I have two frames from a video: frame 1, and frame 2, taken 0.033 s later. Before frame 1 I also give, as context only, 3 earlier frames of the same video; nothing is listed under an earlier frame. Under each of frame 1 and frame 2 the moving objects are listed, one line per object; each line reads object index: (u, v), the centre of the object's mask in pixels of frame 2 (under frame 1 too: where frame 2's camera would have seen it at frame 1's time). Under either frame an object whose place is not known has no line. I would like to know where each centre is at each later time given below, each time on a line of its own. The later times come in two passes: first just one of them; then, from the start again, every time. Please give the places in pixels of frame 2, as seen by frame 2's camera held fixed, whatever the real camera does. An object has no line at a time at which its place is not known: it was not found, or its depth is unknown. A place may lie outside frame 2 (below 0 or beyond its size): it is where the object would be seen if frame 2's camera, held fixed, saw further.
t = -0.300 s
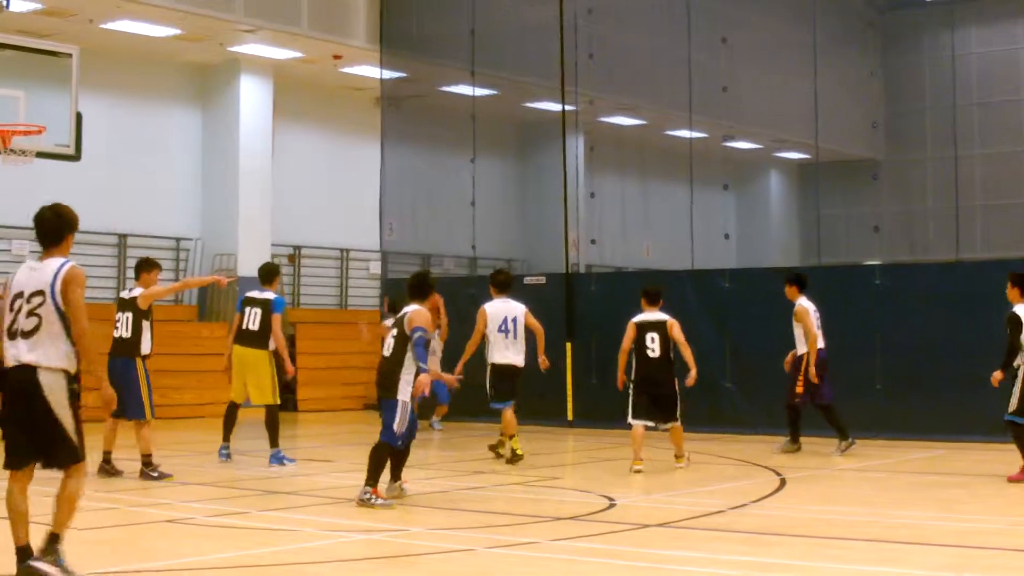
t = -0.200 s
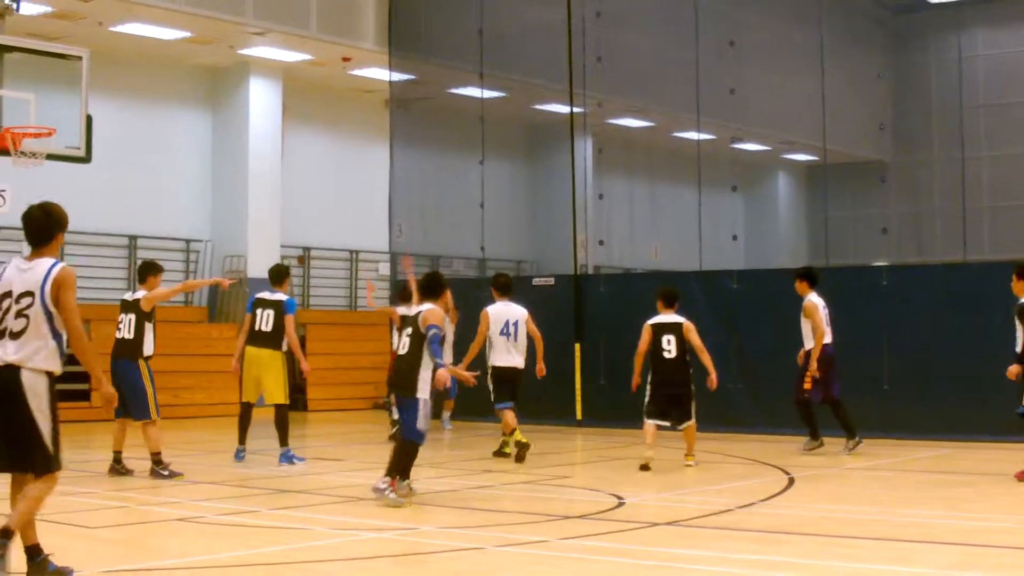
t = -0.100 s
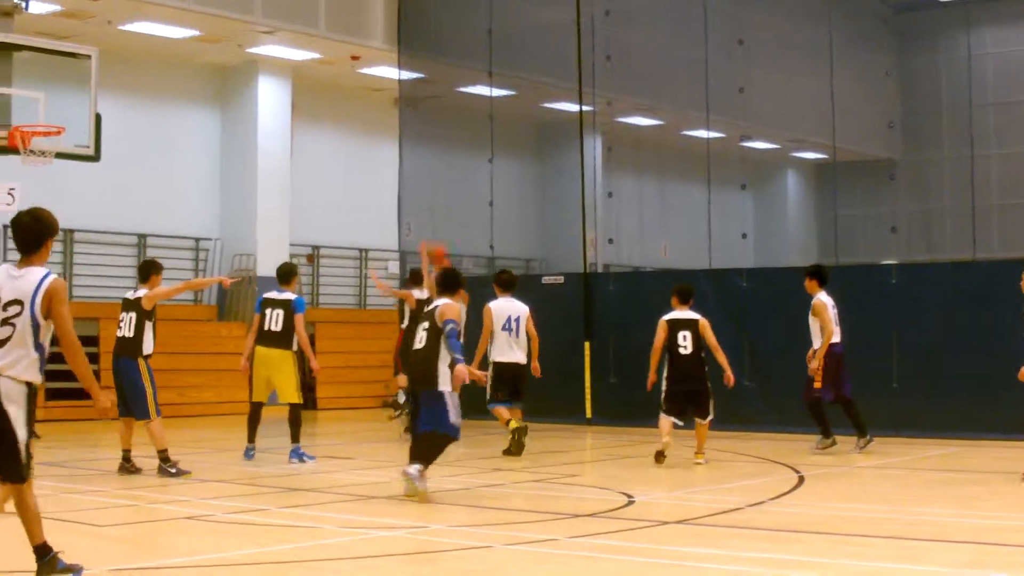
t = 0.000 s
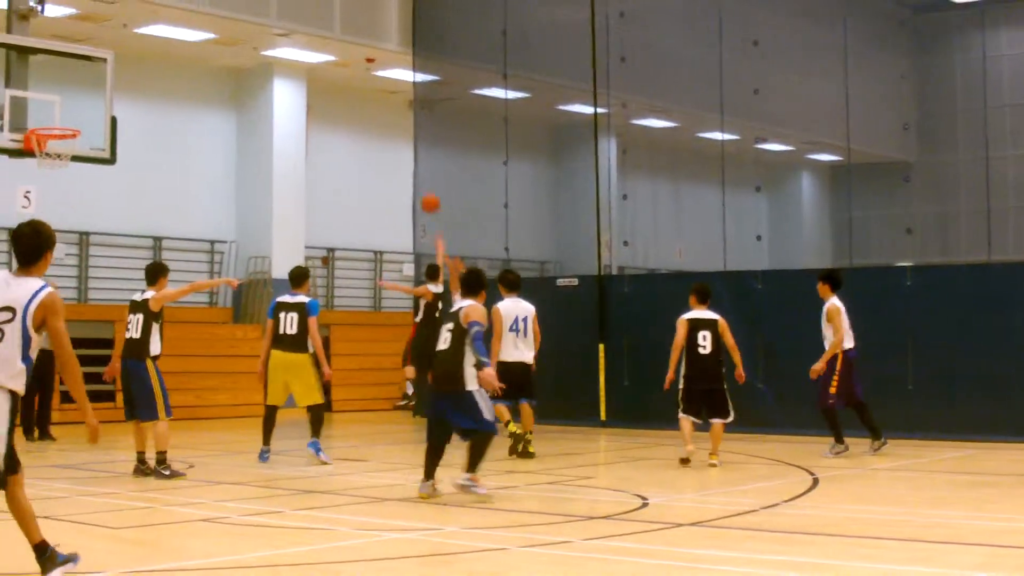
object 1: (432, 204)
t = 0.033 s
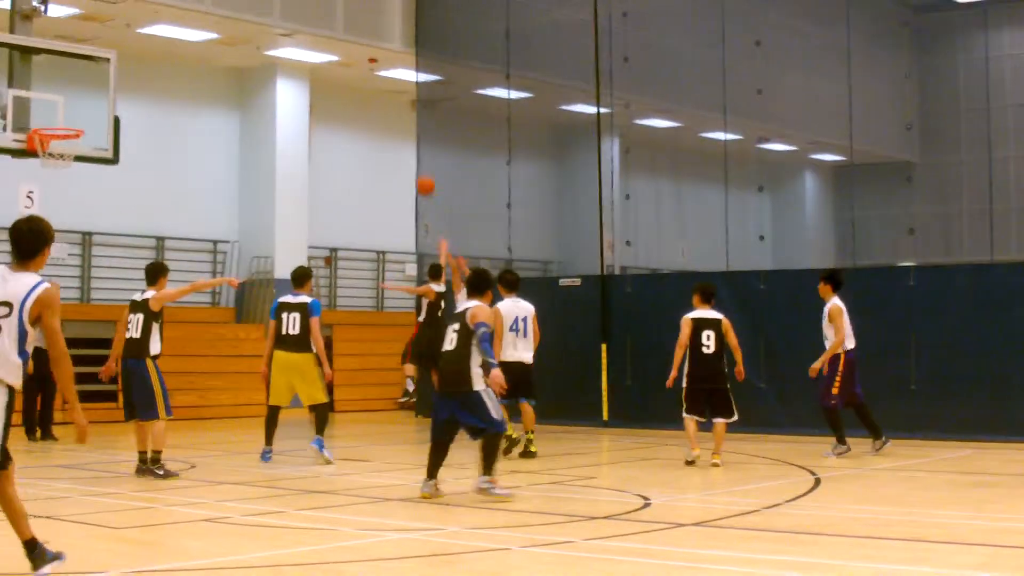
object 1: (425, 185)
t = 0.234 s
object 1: (381, 100)
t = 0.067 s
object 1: (418, 170)
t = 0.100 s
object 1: (410, 155)
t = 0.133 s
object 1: (404, 140)
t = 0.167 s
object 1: (397, 127)
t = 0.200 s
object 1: (388, 112)
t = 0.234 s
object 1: (381, 100)
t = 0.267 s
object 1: (373, 88)
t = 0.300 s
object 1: (366, 78)
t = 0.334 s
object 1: (358, 64)
